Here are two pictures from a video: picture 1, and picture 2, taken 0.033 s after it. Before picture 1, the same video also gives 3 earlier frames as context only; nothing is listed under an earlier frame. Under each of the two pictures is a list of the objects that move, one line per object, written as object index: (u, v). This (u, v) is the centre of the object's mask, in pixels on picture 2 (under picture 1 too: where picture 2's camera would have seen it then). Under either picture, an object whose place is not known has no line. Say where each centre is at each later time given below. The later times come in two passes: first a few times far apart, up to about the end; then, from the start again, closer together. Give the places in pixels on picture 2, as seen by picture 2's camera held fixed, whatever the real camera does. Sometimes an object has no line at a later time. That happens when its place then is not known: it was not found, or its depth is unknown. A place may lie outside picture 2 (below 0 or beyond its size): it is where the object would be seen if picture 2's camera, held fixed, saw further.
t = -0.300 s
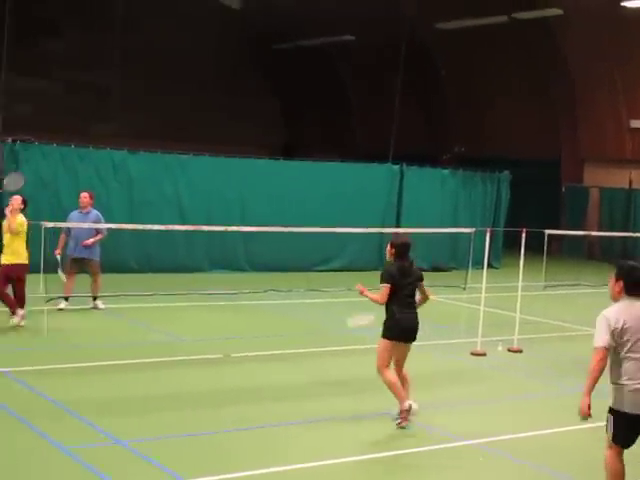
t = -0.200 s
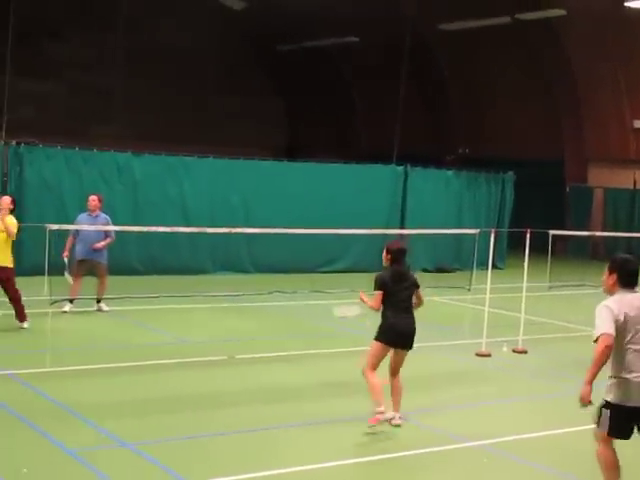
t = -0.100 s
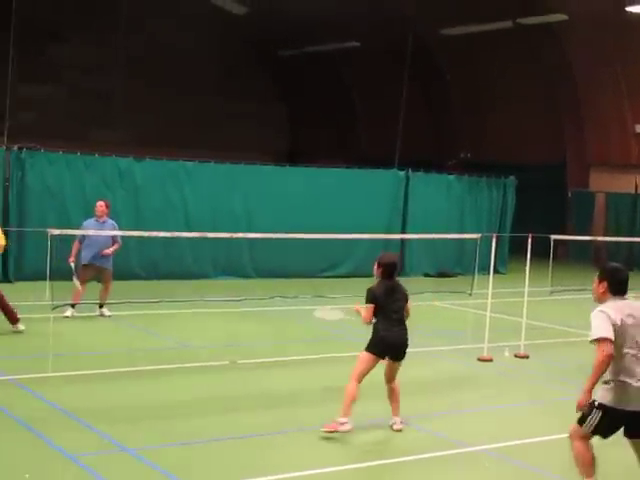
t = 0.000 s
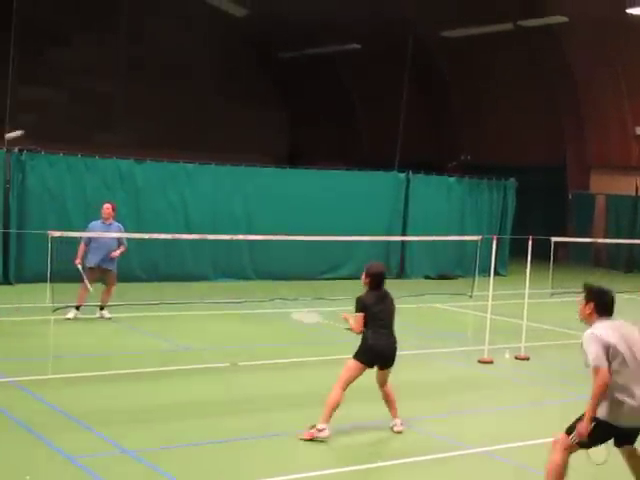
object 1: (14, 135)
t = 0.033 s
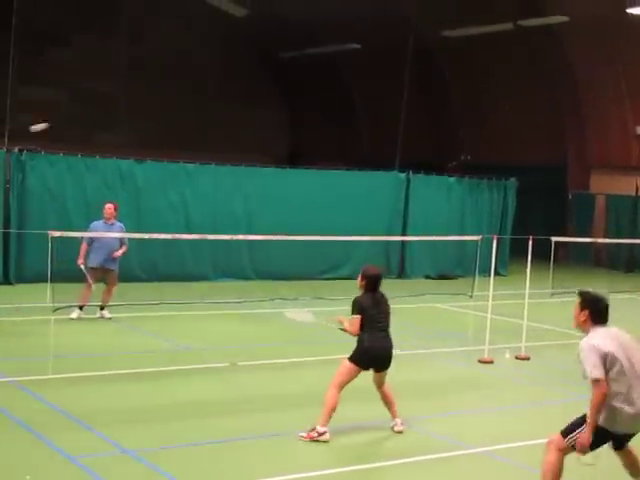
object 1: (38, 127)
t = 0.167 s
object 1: (124, 109)
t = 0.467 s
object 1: (275, 141)
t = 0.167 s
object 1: (124, 109)
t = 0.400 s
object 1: (245, 125)
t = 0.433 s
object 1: (260, 133)
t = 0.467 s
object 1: (275, 141)
